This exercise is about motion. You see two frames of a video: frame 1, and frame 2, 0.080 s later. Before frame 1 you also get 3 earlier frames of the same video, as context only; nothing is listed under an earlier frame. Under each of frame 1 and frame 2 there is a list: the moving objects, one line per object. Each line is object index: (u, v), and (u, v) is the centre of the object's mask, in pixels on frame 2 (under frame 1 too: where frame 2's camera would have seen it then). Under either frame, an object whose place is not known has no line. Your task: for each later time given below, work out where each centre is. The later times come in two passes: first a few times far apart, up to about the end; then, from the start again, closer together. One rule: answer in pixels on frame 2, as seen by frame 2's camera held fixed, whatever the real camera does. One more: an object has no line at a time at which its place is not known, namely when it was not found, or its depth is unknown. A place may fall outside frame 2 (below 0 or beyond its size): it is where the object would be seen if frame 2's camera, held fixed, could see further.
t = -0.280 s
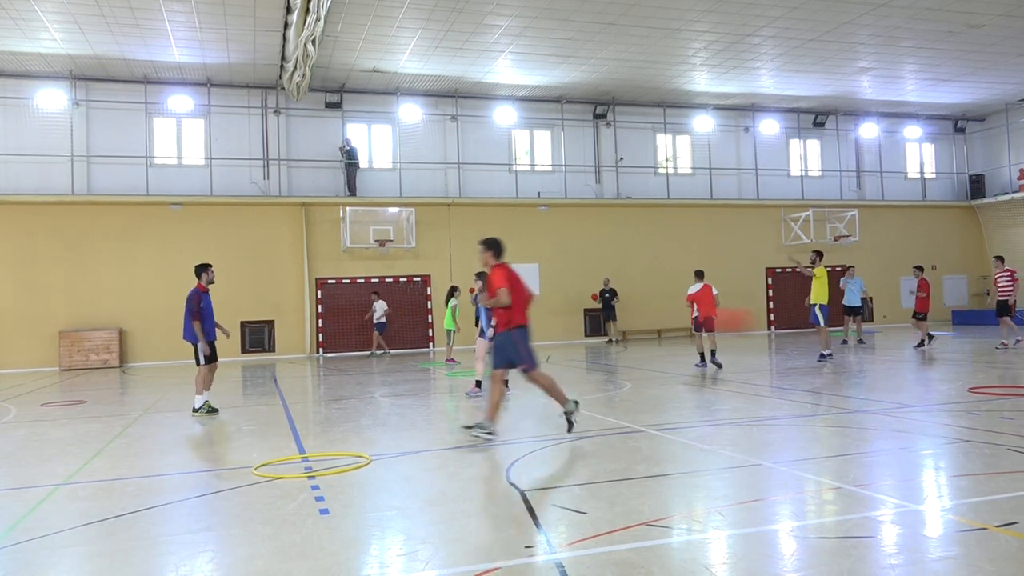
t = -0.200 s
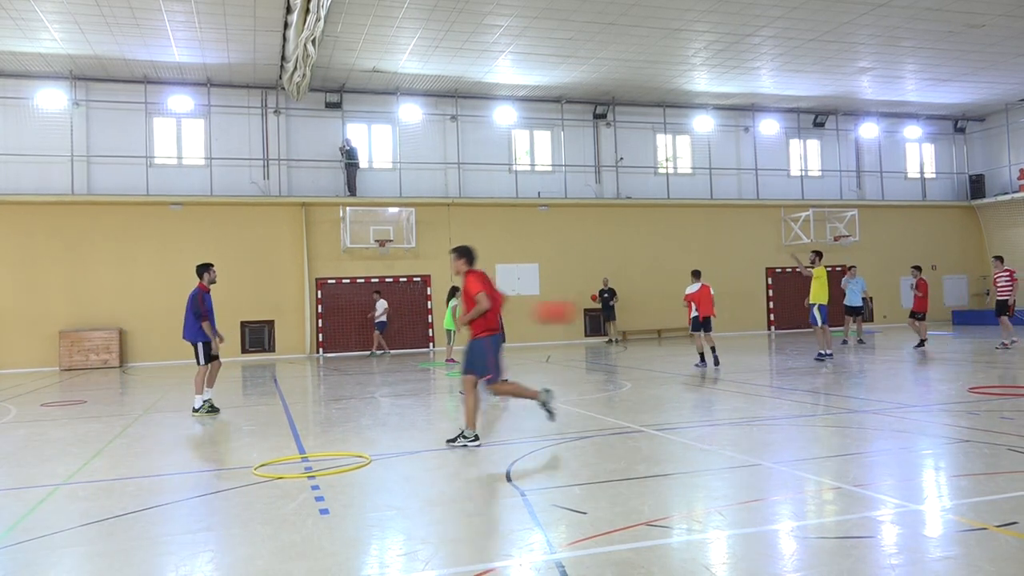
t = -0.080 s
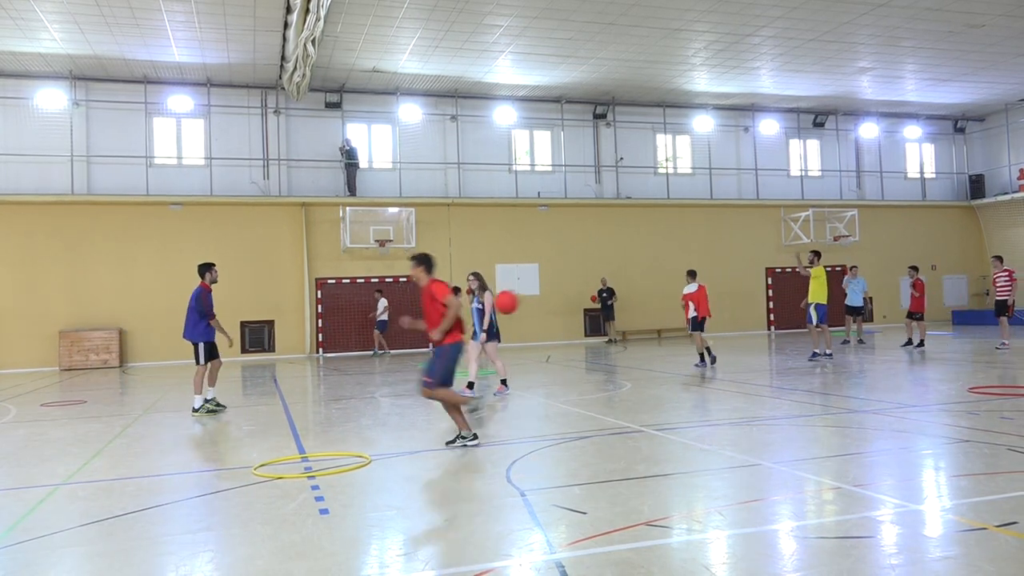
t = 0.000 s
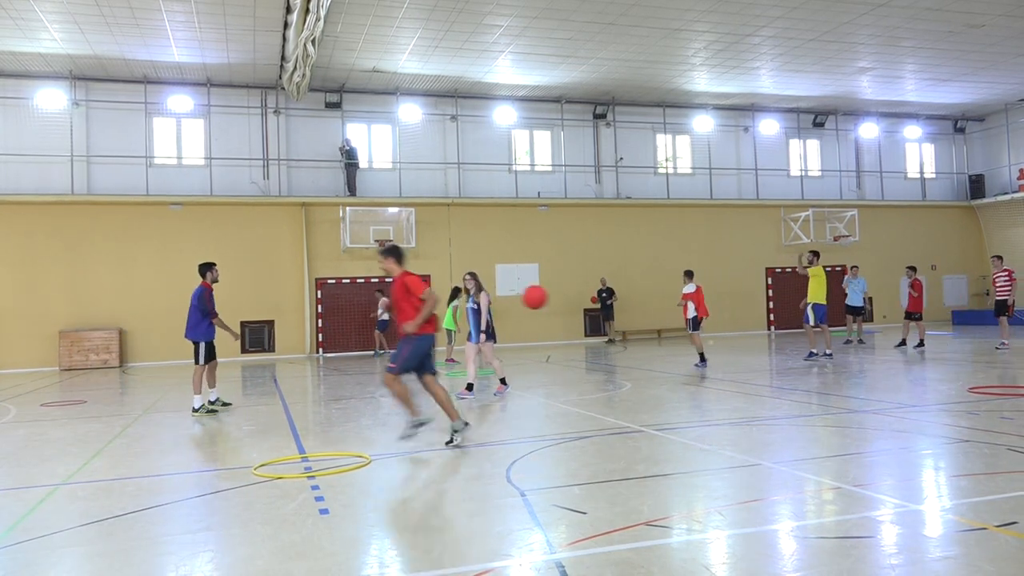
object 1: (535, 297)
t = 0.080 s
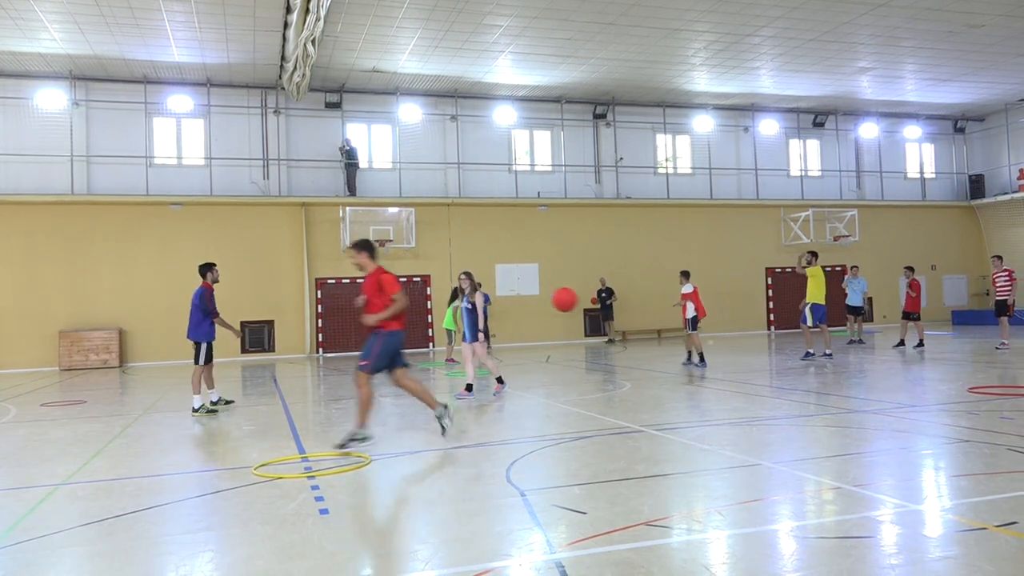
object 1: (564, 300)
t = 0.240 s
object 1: (628, 328)
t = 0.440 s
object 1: (713, 414)
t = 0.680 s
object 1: (776, 389)
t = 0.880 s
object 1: (823, 379)
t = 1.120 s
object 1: (885, 442)
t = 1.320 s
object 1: (940, 416)
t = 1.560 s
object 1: (1010, 445)
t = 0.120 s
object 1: (580, 303)
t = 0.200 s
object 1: (611, 318)
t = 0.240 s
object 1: (628, 328)
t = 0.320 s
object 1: (660, 356)
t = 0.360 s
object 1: (678, 373)
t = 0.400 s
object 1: (696, 392)
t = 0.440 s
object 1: (713, 414)
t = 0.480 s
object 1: (730, 439)
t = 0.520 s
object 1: (740, 434)
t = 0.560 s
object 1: (749, 419)
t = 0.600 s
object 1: (758, 407)
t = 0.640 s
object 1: (767, 397)
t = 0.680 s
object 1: (776, 389)
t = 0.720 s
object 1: (785, 383)
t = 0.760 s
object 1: (794, 379)
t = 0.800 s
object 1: (803, 377)
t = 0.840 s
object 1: (813, 377)
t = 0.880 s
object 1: (823, 379)
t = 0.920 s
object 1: (833, 384)
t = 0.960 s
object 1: (843, 391)
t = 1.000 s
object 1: (853, 400)
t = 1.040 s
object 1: (864, 412)
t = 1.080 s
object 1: (874, 426)
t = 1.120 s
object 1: (885, 442)
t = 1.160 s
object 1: (896, 440)
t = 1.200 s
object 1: (907, 431)
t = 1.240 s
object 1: (918, 423)
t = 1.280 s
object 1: (929, 418)
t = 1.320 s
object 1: (940, 416)
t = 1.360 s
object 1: (952, 415)
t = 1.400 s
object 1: (963, 416)
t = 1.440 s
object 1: (974, 420)
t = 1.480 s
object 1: (986, 426)
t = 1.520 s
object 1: (998, 434)
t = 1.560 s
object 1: (1010, 445)
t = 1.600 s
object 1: (1016, 441)
